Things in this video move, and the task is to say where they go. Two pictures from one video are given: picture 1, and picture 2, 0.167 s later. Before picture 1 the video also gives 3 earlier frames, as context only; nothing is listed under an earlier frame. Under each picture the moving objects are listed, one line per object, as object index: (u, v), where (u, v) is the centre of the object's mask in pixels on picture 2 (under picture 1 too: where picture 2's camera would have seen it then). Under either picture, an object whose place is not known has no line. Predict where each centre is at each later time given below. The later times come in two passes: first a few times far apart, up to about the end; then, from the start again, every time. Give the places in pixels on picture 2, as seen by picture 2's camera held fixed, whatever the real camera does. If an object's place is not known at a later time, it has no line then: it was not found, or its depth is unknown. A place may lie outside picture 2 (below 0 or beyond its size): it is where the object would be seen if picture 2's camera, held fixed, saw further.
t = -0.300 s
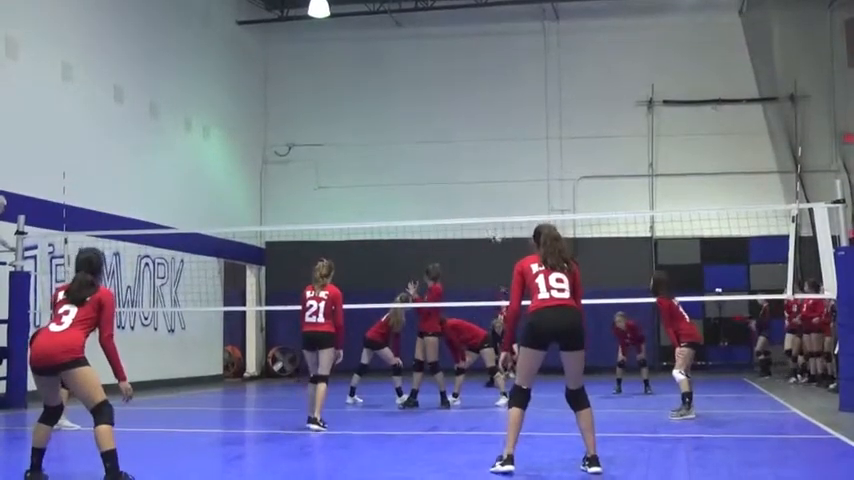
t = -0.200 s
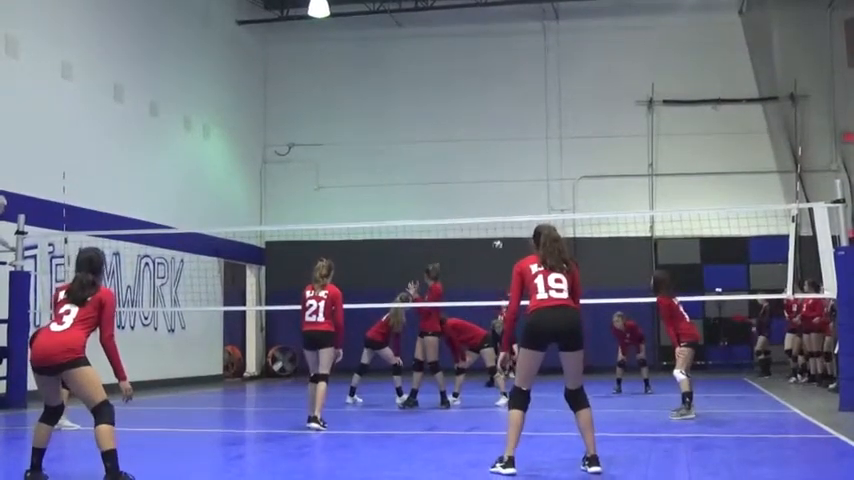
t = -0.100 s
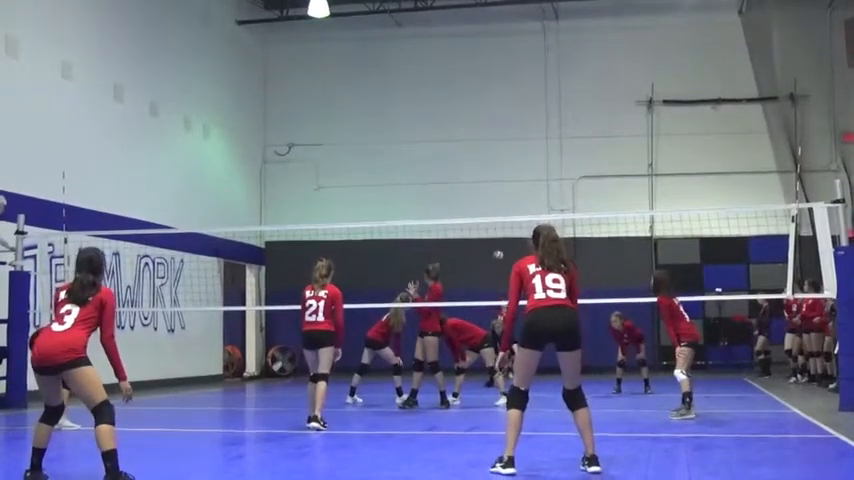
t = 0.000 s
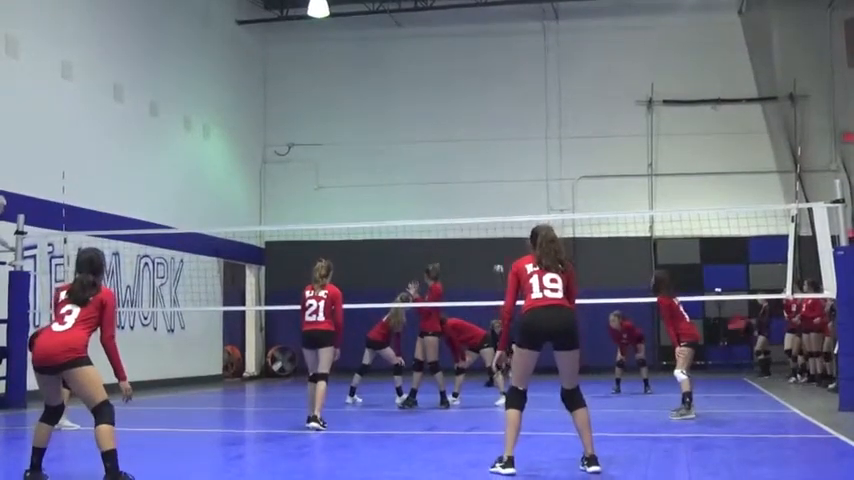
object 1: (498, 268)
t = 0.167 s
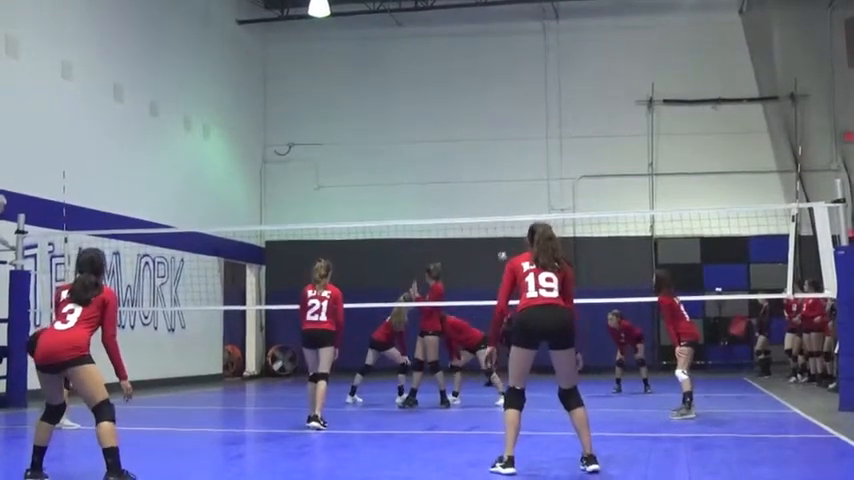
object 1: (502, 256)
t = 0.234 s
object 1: (504, 239)
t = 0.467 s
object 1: (513, 193)
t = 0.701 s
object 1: (529, 165)
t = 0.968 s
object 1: (558, 177)
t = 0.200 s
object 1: (503, 248)
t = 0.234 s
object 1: (504, 239)
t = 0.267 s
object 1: (505, 233)
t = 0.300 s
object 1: (506, 227)
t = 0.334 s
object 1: (507, 218)
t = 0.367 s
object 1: (508, 211)
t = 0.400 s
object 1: (510, 205)
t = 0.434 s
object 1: (514, 198)
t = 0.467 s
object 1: (513, 193)
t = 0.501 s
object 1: (516, 187)
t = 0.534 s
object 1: (517, 184)
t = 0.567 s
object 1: (519, 177)
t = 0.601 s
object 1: (521, 175)
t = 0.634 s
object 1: (526, 168)
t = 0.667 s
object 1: (527, 166)
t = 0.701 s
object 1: (529, 165)
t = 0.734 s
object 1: (532, 163)
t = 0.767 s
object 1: (535, 163)
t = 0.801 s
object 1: (538, 163)
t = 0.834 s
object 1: (542, 163)
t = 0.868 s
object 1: (546, 165)
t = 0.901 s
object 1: (549, 167)
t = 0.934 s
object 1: (554, 171)
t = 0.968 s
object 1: (558, 177)
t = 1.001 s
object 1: (564, 181)
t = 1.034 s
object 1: (568, 190)
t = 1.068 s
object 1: (575, 199)
